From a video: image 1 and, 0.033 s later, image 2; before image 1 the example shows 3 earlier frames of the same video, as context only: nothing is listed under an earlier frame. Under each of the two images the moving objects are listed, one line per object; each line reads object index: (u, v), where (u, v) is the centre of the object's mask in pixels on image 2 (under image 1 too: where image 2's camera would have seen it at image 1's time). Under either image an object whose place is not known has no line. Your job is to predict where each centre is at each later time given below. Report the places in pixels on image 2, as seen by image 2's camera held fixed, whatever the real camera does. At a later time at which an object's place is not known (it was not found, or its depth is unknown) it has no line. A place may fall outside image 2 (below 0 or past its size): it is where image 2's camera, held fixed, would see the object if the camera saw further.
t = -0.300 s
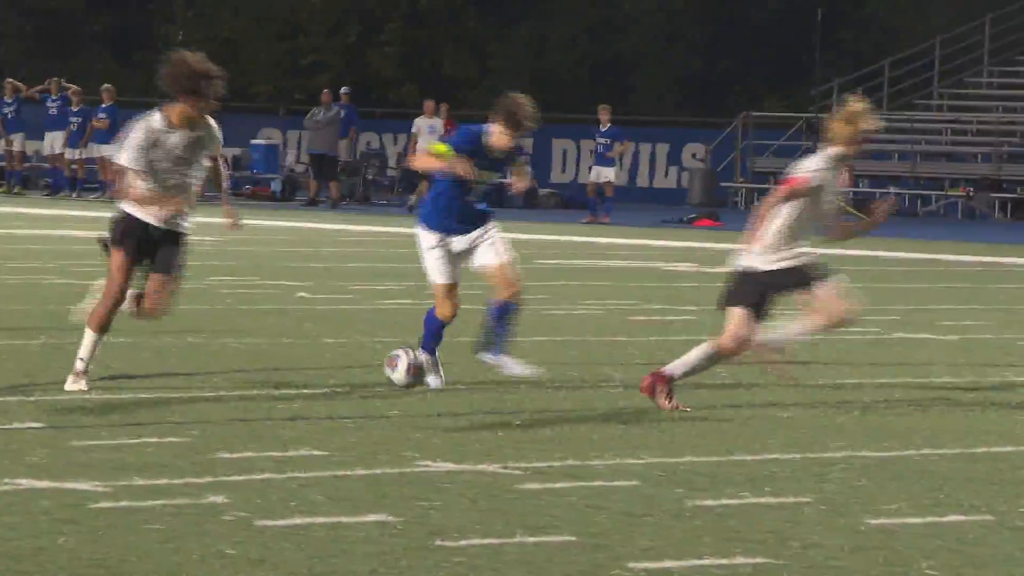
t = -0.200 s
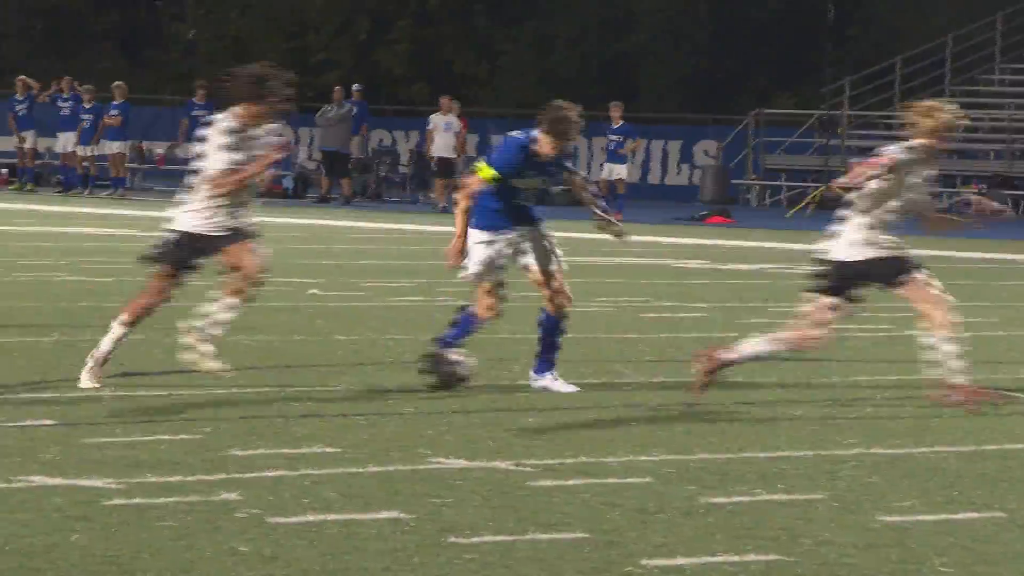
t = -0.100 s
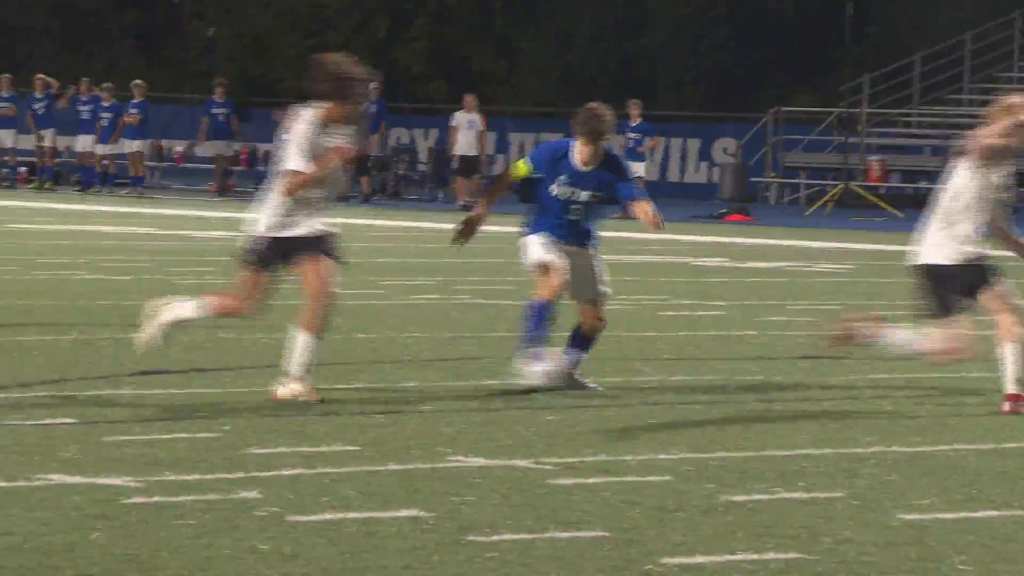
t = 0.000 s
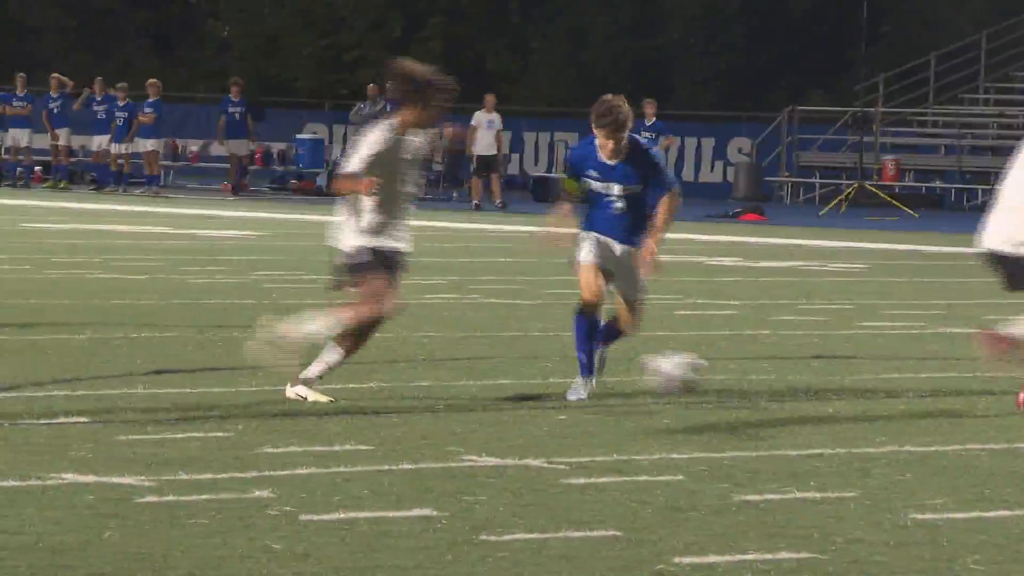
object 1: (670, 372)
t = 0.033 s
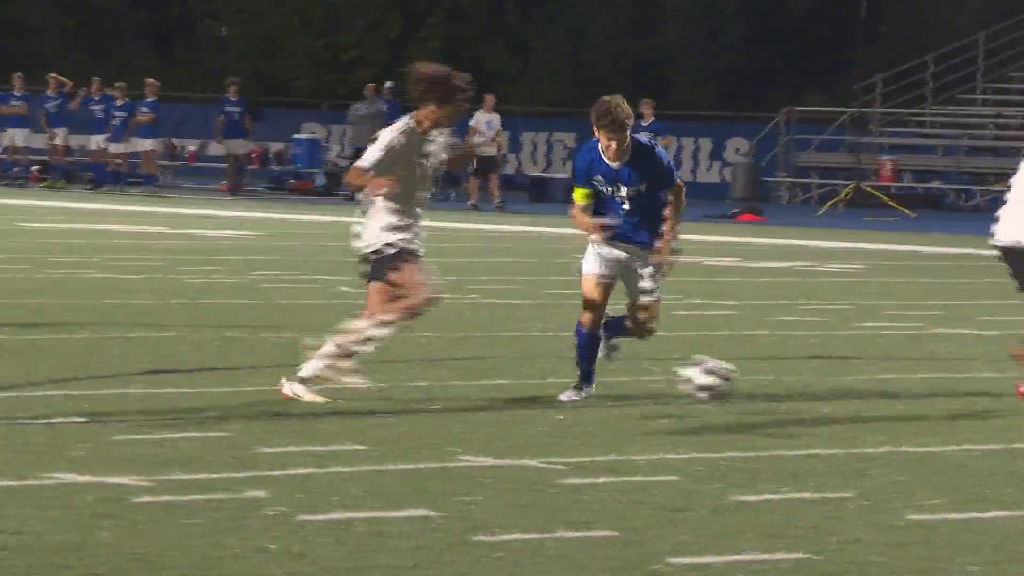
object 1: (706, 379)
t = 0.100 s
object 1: (783, 400)
